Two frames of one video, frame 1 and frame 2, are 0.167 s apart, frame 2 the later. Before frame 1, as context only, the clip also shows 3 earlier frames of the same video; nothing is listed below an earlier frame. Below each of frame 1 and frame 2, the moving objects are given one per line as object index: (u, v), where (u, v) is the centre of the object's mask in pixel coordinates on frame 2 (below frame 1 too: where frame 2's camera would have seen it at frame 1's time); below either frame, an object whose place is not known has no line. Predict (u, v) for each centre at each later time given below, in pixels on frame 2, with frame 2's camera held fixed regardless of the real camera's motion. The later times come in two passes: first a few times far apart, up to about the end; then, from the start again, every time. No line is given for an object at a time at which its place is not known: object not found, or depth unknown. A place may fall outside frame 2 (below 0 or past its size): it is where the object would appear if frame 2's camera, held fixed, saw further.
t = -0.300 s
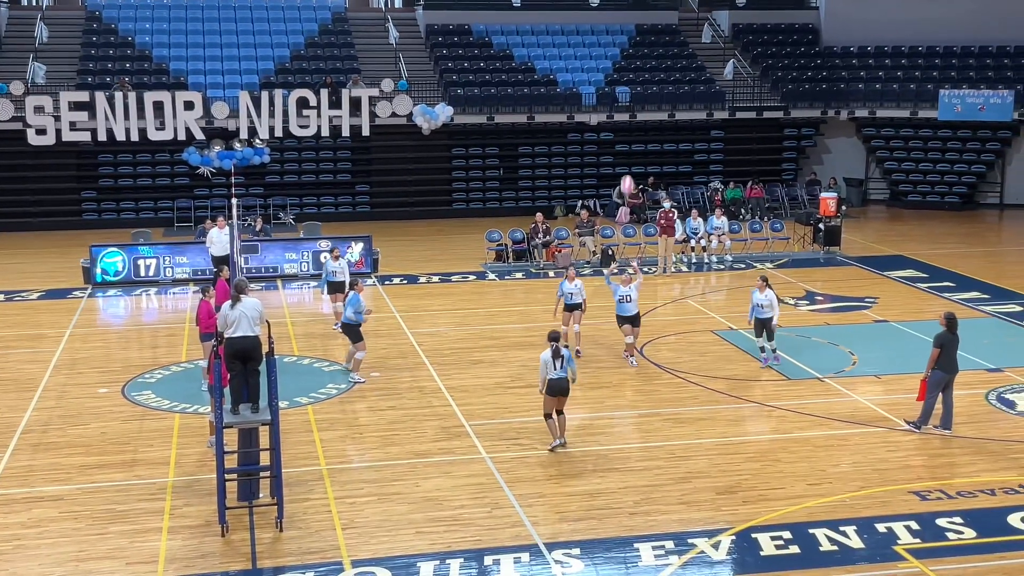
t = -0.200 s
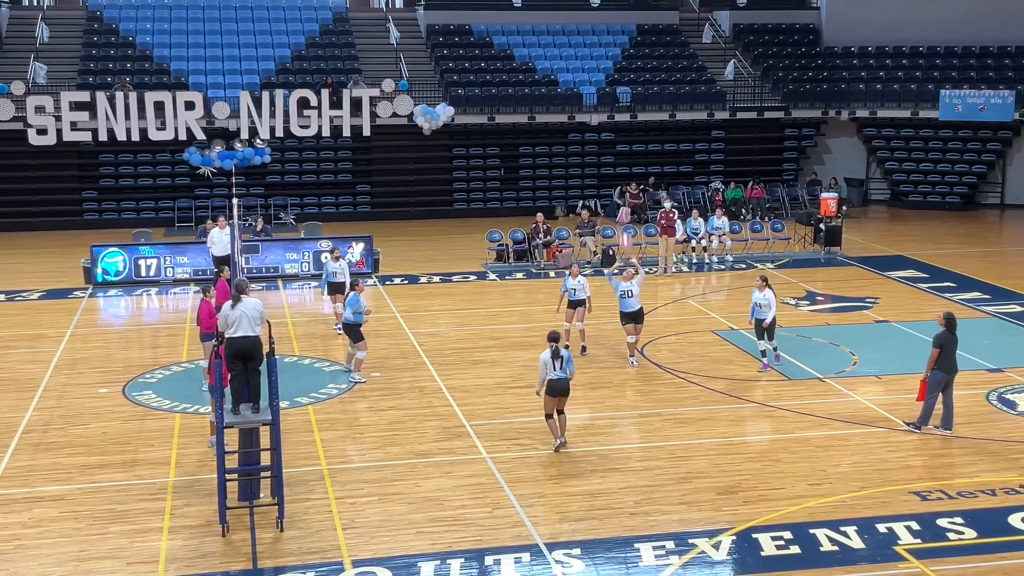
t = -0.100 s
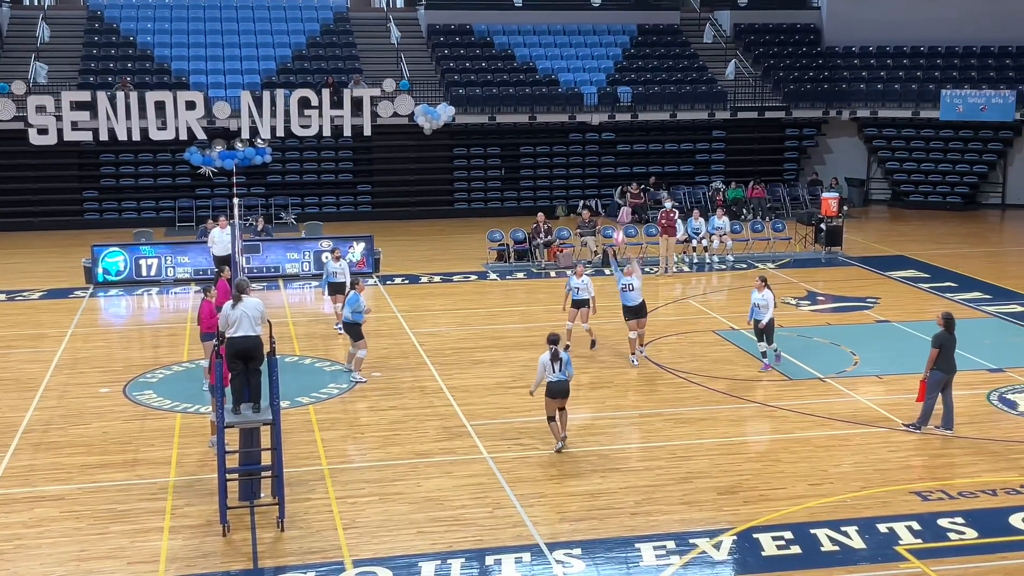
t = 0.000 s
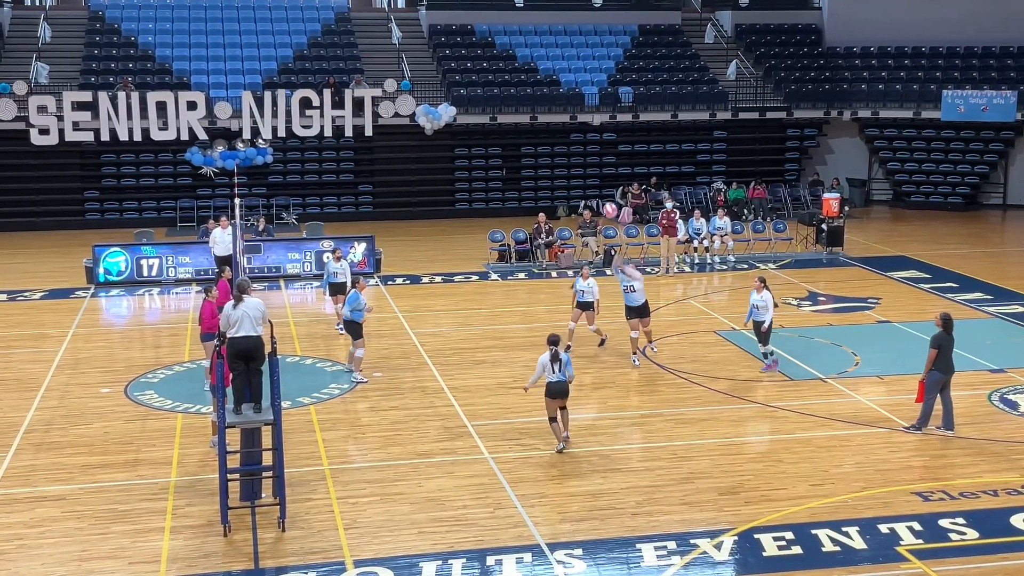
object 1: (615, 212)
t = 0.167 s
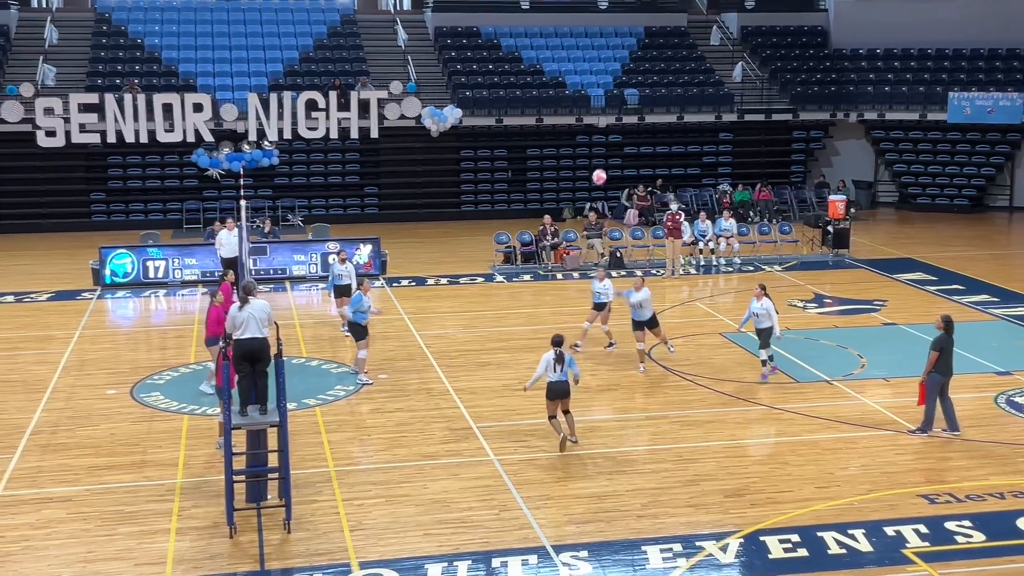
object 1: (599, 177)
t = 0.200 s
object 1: (596, 172)
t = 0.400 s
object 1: (576, 155)
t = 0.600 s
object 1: (555, 166)
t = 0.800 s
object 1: (534, 205)
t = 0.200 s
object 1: (596, 172)
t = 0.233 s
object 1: (593, 167)
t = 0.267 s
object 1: (590, 163)
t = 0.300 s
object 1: (586, 160)
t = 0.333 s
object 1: (583, 157)
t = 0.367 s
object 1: (580, 156)
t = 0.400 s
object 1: (576, 155)
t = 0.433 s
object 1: (573, 155)
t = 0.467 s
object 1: (569, 155)
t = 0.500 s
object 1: (566, 157)
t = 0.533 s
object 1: (563, 159)
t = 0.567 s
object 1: (559, 162)
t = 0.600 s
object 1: (555, 166)
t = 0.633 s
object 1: (552, 170)
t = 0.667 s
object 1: (548, 176)
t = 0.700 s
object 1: (545, 182)
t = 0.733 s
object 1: (541, 189)
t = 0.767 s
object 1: (538, 197)
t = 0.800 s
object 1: (534, 205)
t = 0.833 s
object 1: (530, 215)
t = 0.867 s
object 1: (526, 225)
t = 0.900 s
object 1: (522, 235)
